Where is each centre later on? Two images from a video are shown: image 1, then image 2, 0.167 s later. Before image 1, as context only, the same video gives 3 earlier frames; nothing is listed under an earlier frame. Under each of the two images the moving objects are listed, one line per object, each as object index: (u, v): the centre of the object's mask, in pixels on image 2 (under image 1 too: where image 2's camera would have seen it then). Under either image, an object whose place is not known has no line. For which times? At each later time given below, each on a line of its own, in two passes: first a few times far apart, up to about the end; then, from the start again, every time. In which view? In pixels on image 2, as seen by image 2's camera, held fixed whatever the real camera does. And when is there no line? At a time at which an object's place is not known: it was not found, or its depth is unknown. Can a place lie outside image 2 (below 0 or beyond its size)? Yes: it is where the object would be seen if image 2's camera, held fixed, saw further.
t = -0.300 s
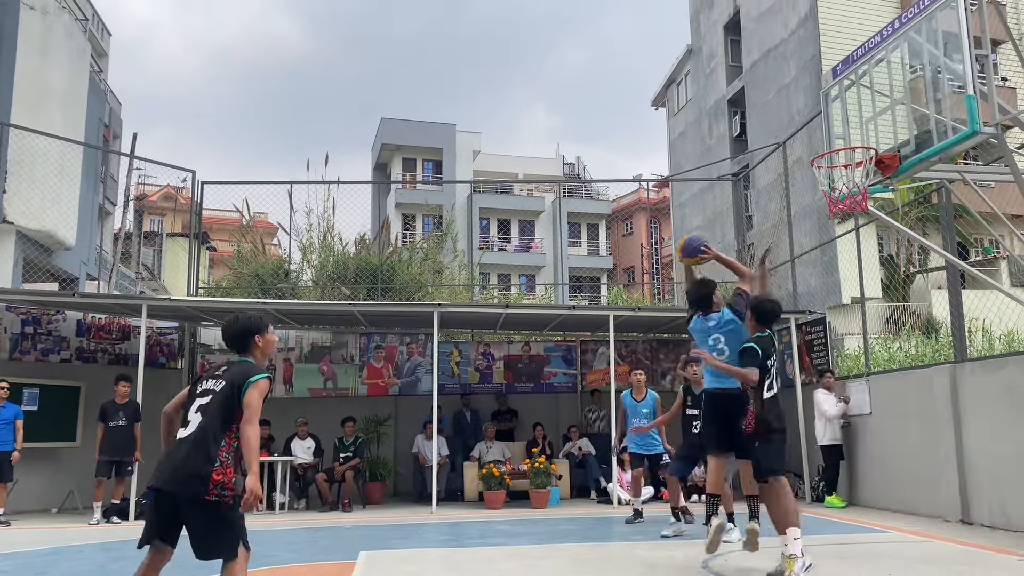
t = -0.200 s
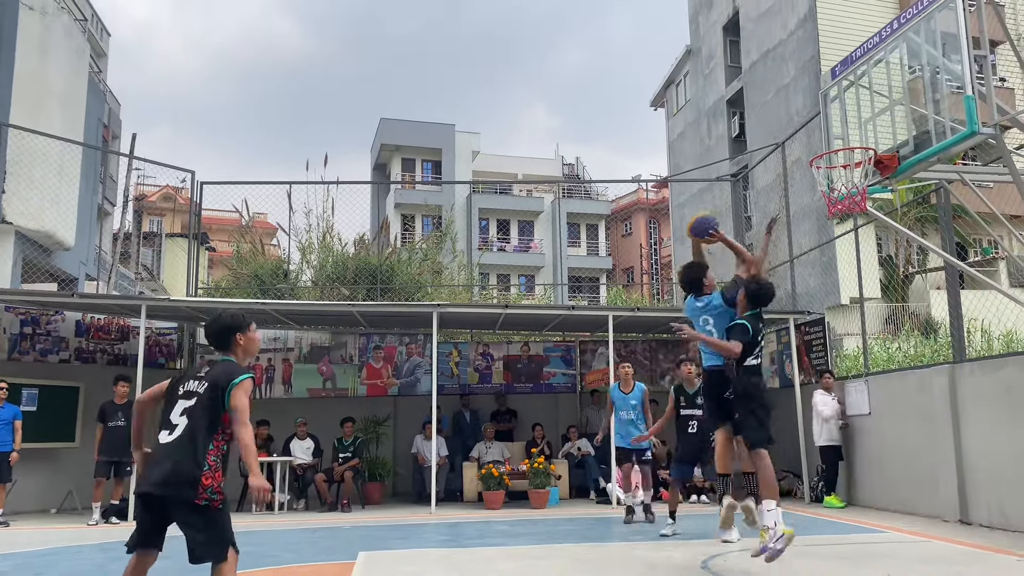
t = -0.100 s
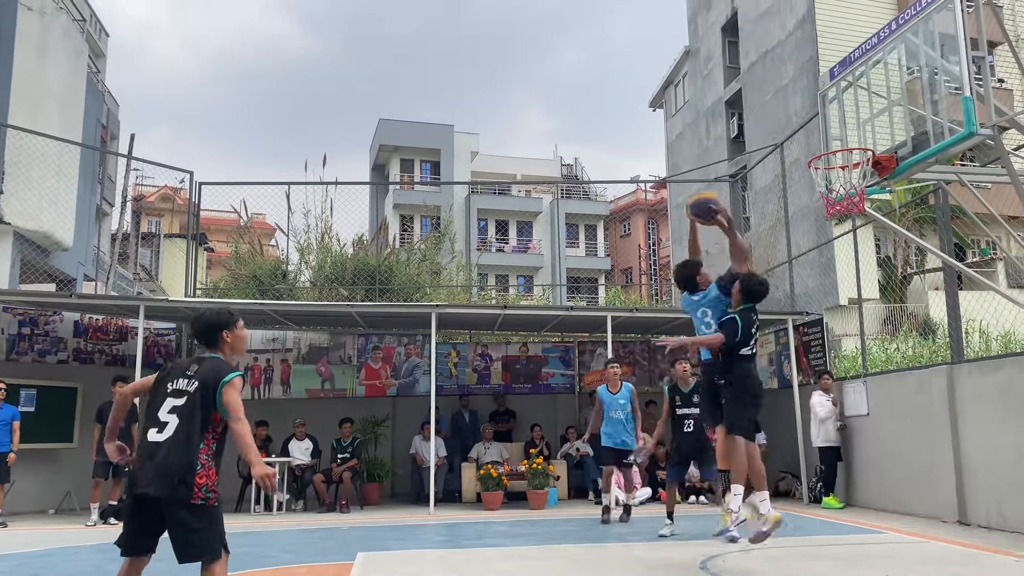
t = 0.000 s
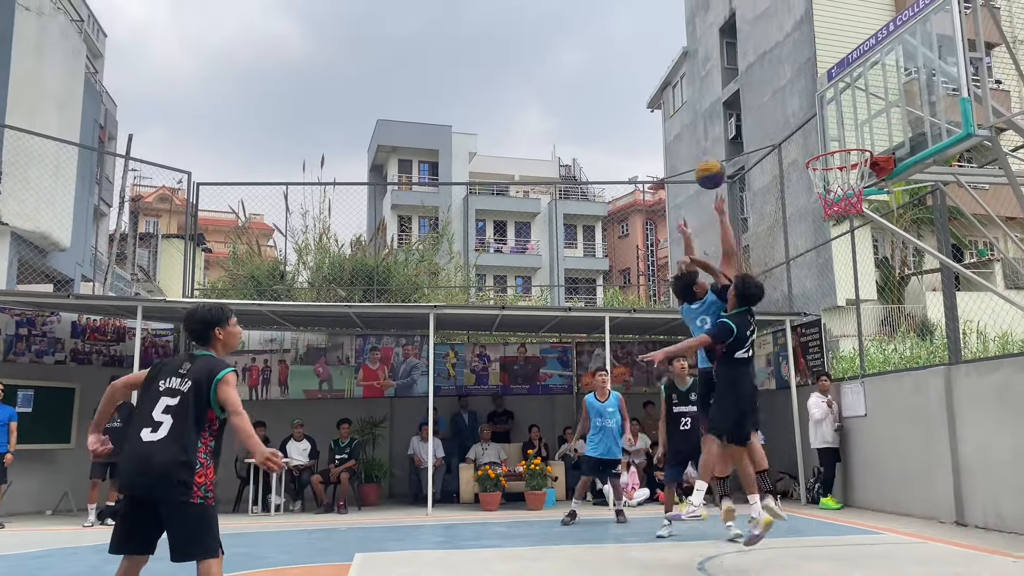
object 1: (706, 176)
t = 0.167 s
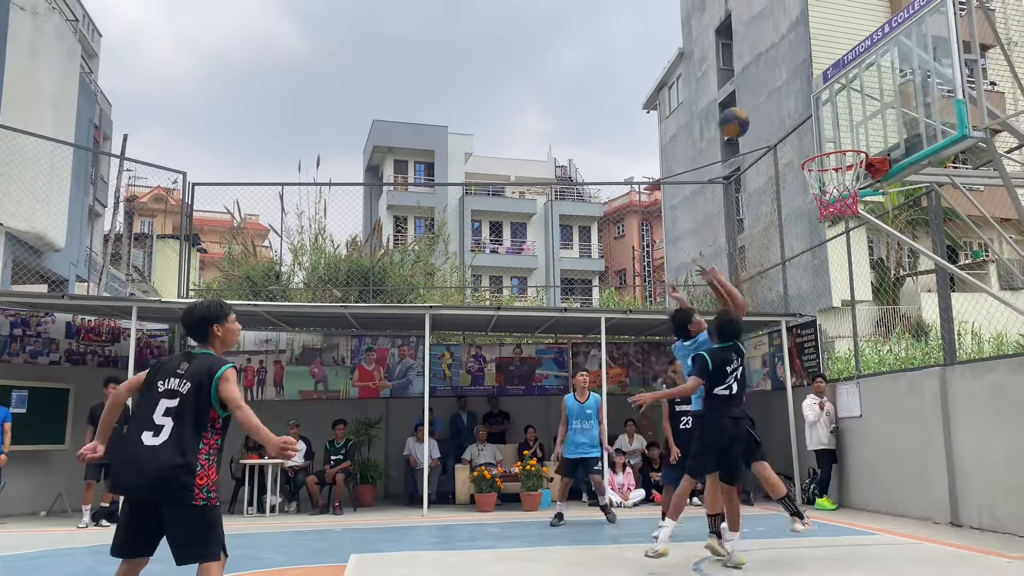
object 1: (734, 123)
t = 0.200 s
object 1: (740, 117)
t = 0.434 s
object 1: (778, 112)
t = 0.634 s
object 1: (817, 152)
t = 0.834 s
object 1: (855, 192)
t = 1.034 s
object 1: (870, 226)
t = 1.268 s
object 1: (890, 324)
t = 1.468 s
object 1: (916, 471)
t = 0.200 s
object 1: (740, 117)
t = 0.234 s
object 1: (745, 112)
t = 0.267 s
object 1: (751, 108)
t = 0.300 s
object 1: (756, 106)
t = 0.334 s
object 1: (761, 106)
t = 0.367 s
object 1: (766, 107)
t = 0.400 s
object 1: (773, 109)
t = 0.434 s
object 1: (778, 112)
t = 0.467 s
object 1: (785, 116)
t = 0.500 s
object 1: (791, 122)
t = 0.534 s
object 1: (798, 128)
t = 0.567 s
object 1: (804, 136)
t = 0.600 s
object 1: (811, 146)
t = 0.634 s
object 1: (817, 152)
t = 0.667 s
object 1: (824, 156)
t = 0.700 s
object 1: (830, 162)
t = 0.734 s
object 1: (836, 167)
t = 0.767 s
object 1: (844, 175)
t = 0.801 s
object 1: (850, 183)
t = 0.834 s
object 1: (855, 192)
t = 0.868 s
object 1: (861, 194)
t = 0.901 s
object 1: (863, 199)
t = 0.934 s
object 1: (863, 202)
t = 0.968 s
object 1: (864, 207)
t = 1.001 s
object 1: (868, 216)
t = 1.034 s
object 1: (870, 226)
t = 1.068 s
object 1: (873, 235)
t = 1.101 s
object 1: (875, 247)
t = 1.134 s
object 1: (878, 260)
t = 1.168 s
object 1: (880, 273)
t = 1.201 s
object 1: (884, 289)
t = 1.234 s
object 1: (887, 306)
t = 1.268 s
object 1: (890, 324)
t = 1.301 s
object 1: (894, 345)
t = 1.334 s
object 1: (899, 367)
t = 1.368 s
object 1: (901, 390)
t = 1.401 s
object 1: (908, 415)
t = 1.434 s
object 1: (912, 442)
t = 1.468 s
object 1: (916, 471)
